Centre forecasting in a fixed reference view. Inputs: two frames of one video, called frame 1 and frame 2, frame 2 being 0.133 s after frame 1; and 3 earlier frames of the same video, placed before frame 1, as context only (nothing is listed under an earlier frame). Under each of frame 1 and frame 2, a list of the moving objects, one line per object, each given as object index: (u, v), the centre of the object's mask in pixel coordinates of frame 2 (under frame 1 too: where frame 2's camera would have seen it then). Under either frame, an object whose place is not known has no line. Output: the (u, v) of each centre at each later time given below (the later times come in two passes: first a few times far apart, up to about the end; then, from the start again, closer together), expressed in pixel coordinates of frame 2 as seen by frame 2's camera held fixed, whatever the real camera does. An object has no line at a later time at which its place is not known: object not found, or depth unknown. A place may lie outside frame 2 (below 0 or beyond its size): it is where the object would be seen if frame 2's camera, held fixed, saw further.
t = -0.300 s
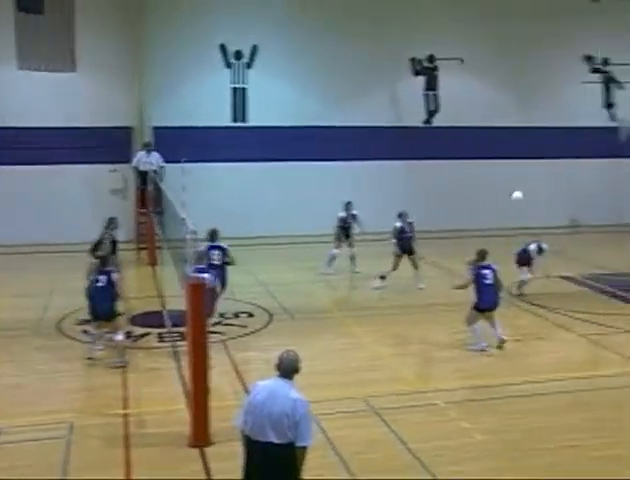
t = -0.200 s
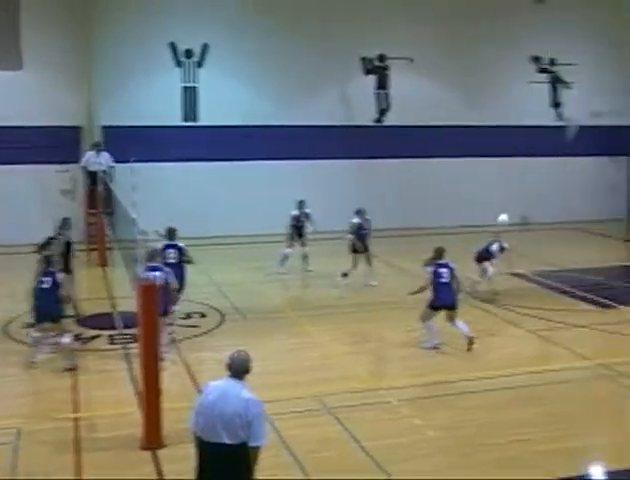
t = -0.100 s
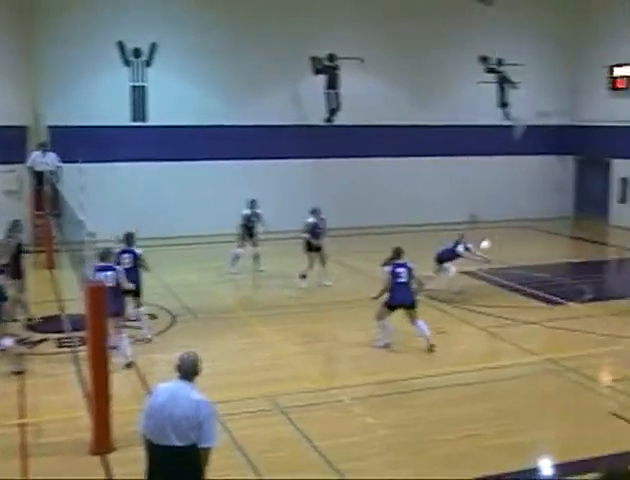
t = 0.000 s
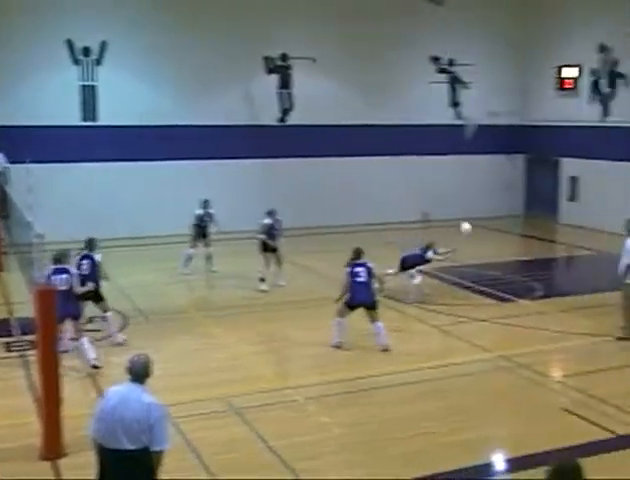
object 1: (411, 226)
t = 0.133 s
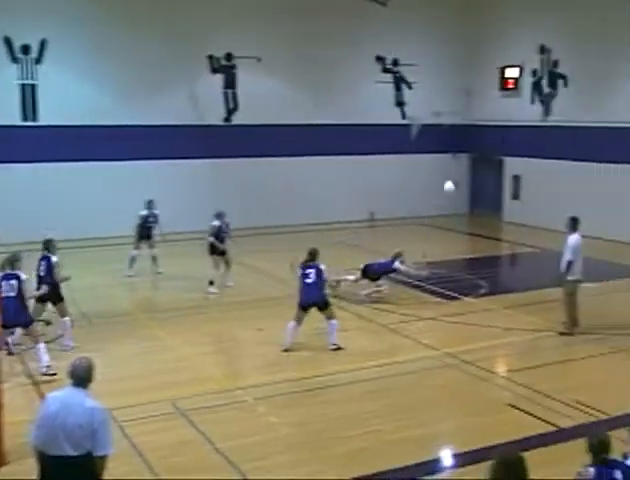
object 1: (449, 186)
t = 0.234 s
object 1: (478, 162)
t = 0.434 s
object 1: (547, 123)
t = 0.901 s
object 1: (751, 135)
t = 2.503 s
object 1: (831, 354)
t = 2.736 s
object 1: (824, 368)
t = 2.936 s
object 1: (815, 376)
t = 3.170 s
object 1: (808, 359)
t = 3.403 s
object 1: (798, 381)
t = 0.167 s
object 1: (458, 178)
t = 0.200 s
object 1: (468, 170)
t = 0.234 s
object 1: (478, 162)
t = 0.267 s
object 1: (489, 154)
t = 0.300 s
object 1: (500, 147)
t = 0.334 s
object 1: (511, 140)
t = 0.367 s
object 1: (523, 134)
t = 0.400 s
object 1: (535, 128)
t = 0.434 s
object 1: (547, 123)
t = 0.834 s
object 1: (718, 122)
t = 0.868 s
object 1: (733, 129)
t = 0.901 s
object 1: (751, 135)
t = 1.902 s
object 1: (918, 362)
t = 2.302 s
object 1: (835, 374)
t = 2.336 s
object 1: (834, 369)
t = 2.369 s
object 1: (833, 363)
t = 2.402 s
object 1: (833, 359)
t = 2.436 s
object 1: (833, 356)
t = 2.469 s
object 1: (832, 355)
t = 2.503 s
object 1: (831, 354)
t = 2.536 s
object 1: (831, 354)
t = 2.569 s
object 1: (830, 354)
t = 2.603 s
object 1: (829, 355)
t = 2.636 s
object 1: (828, 356)
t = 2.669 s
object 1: (827, 359)
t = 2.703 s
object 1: (825, 363)
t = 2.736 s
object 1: (824, 368)
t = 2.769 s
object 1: (822, 372)
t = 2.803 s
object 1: (821, 378)
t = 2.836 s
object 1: (819, 386)
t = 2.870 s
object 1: (817, 390)
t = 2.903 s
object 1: (817, 384)
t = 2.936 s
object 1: (815, 376)
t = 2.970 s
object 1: (815, 372)
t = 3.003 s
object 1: (815, 369)
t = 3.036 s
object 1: (815, 366)
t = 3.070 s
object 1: (812, 362)
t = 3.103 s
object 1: (811, 361)
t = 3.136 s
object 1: (809, 359)
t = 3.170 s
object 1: (808, 359)
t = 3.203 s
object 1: (807, 359)
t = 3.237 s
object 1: (806, 360)
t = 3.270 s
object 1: (804, 363)
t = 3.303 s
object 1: (802, 367)
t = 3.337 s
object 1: (801, 371)
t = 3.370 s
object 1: (800, 375)
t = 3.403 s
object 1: (798, 381)
